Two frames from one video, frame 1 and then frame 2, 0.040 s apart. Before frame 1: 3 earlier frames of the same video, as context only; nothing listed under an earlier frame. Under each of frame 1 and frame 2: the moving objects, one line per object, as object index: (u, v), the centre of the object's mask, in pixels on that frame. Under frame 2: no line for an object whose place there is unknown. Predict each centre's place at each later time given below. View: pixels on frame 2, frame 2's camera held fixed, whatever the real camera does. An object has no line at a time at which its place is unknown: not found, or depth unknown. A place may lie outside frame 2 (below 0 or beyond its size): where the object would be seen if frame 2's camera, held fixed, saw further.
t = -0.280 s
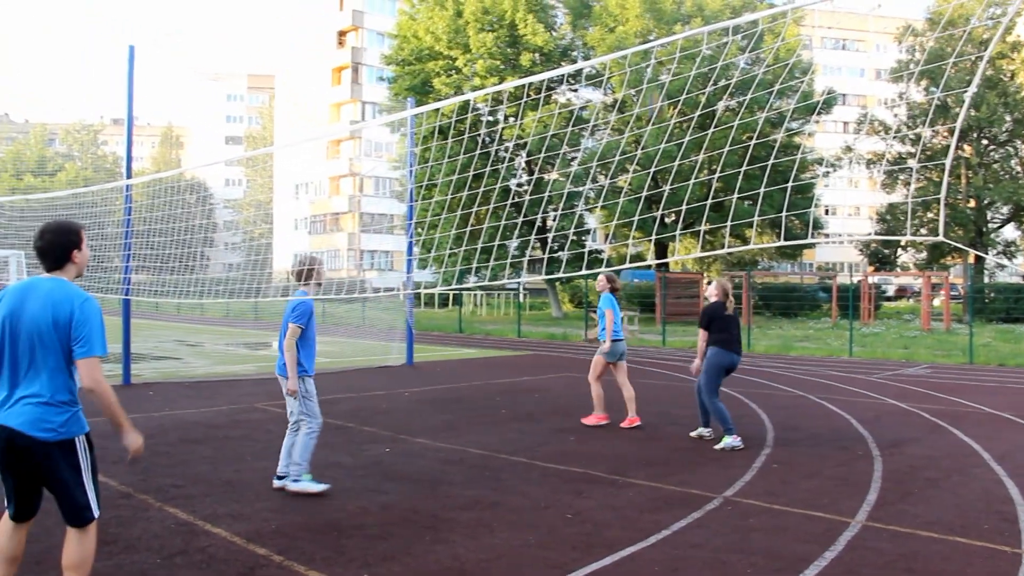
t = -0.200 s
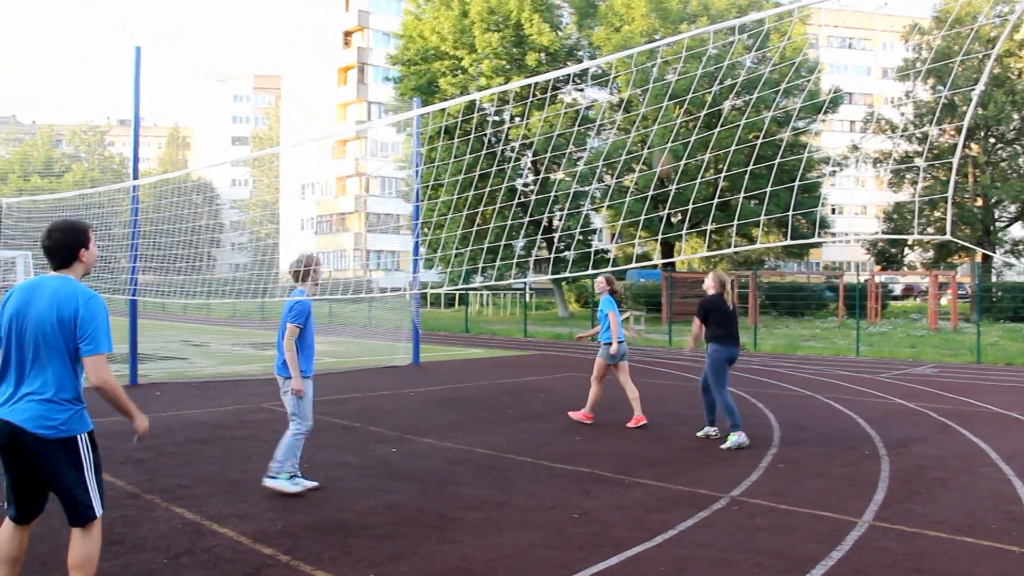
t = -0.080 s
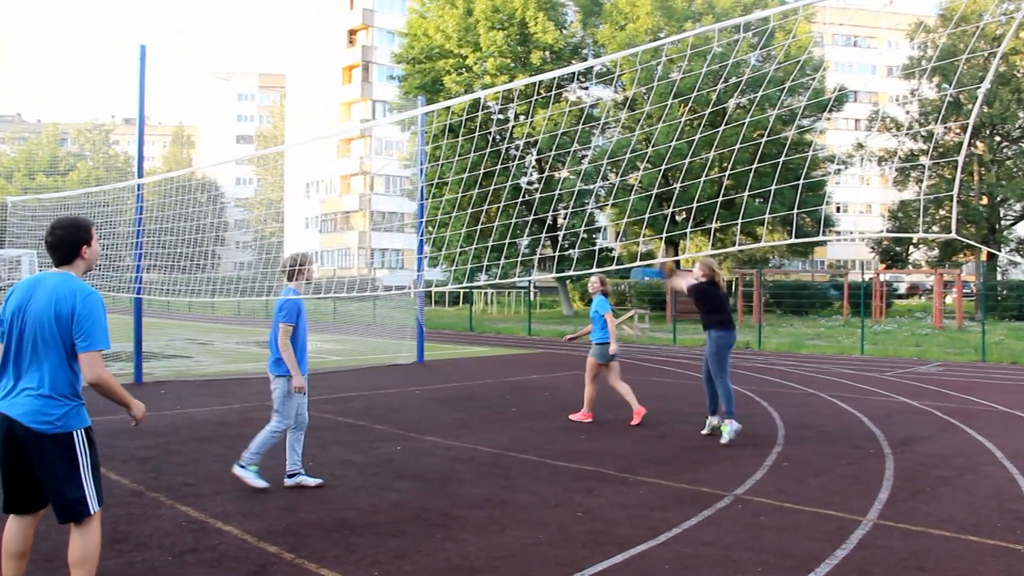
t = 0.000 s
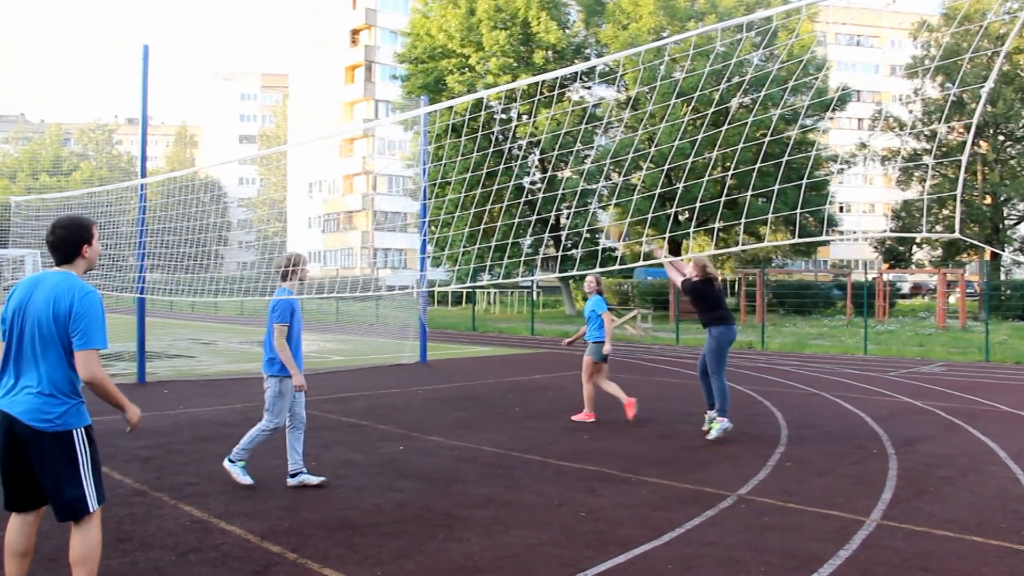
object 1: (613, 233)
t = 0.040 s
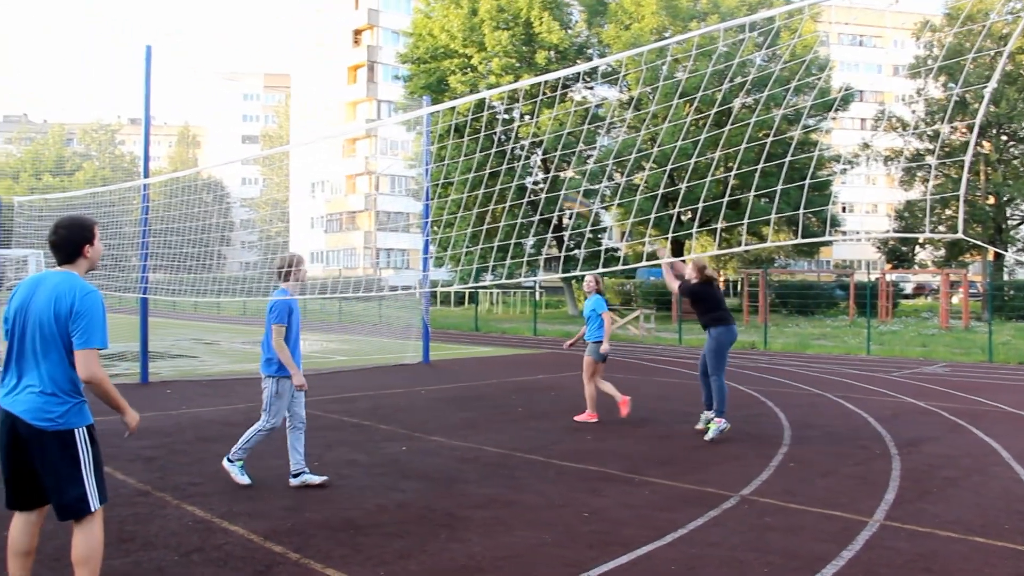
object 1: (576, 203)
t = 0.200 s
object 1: (433, 131)
